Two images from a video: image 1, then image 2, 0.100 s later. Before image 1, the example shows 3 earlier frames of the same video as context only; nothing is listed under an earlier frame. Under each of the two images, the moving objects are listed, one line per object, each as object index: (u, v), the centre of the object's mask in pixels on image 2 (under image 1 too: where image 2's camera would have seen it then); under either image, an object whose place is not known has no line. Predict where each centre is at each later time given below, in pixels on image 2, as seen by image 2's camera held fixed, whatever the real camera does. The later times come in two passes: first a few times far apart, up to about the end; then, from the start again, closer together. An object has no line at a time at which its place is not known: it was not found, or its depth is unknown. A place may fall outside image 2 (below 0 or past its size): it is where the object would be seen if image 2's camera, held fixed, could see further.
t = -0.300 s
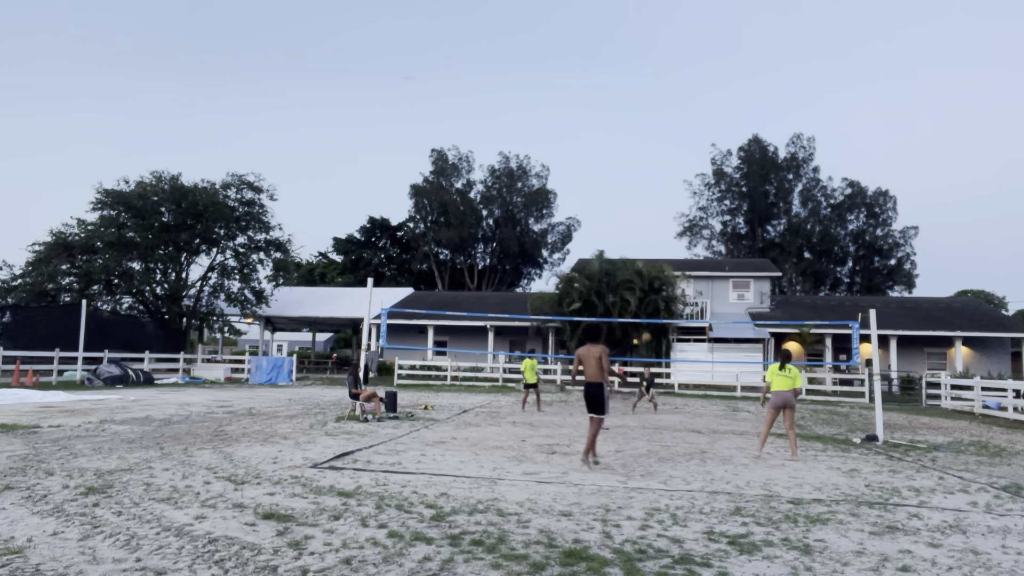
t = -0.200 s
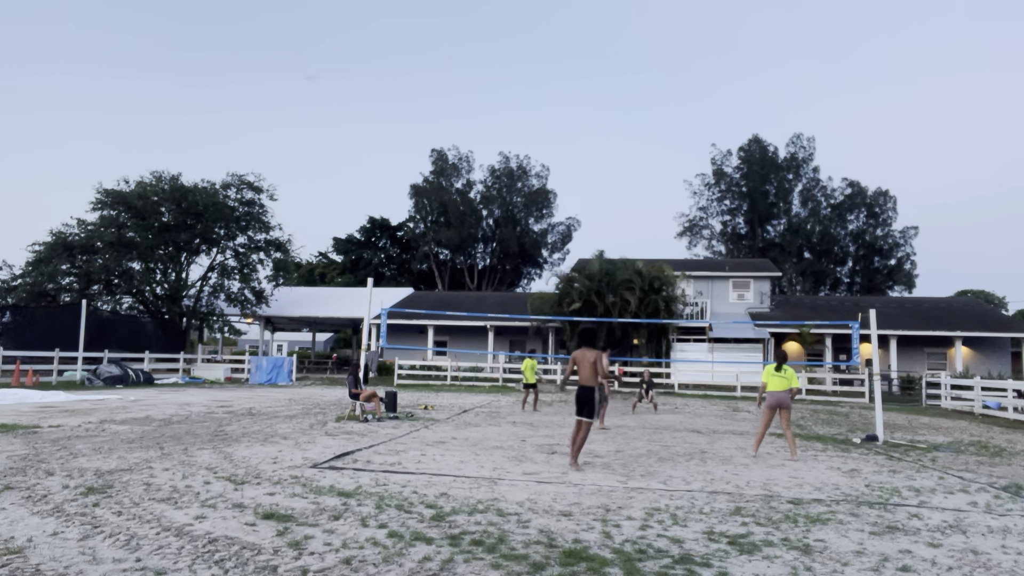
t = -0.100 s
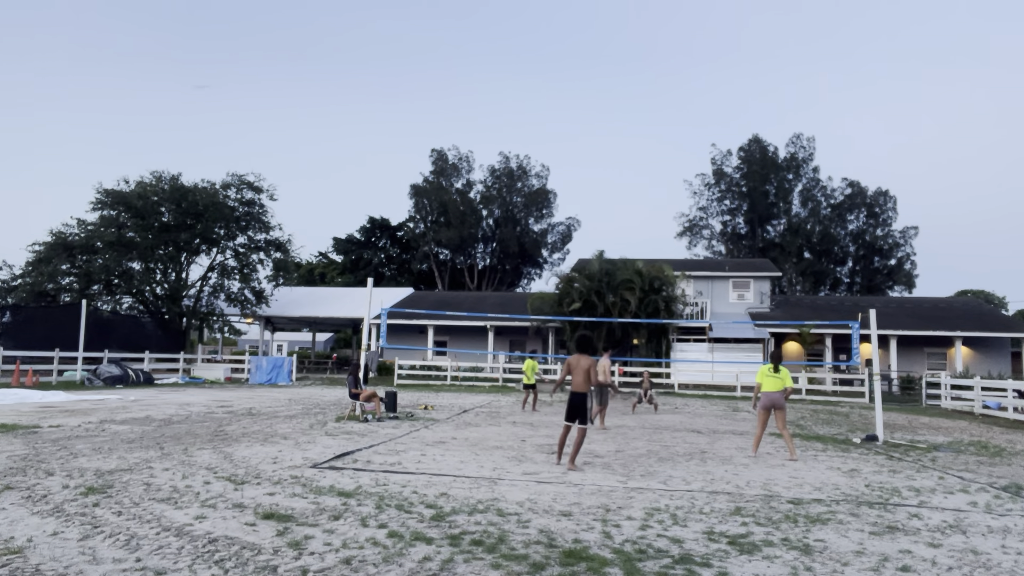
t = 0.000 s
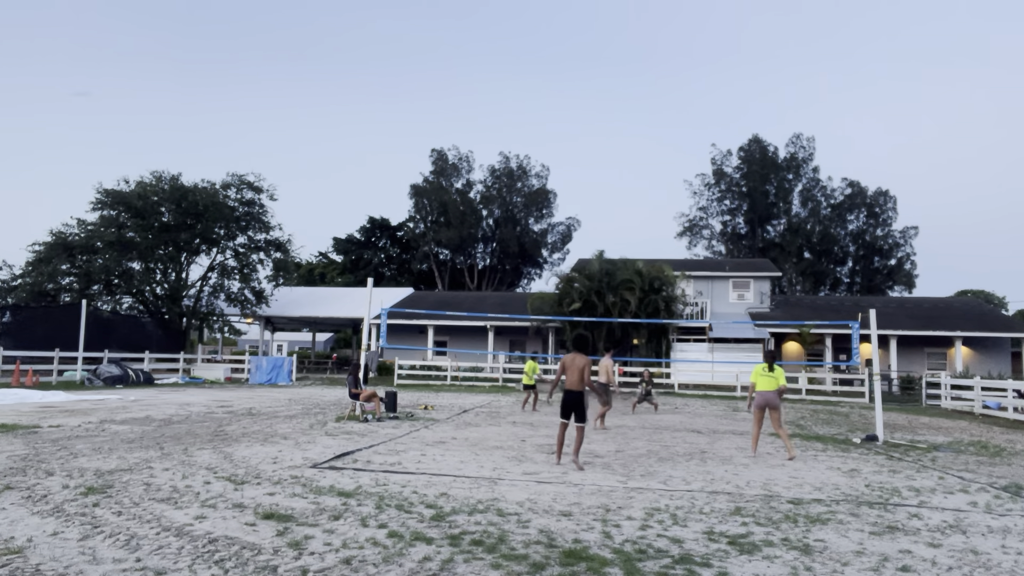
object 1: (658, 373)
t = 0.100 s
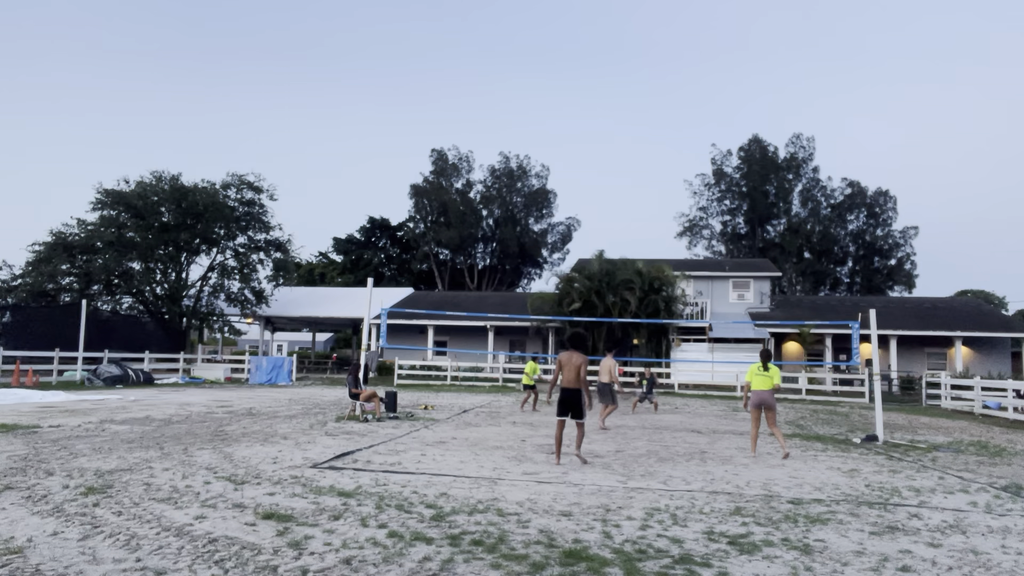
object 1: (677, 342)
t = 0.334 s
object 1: (725, 290)
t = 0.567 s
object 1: (776, 255)
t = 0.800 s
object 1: (830, 242)
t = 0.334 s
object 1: (725, 290)
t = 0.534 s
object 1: (768, 259)
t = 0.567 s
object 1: (776, 255)
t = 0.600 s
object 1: (783, 252)
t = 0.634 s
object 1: (791, 249)
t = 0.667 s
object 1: (799, 247)
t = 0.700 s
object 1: (807, 245)
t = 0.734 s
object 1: (814, 244)
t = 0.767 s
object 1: (823, 243)
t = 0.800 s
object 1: (830, 242)
